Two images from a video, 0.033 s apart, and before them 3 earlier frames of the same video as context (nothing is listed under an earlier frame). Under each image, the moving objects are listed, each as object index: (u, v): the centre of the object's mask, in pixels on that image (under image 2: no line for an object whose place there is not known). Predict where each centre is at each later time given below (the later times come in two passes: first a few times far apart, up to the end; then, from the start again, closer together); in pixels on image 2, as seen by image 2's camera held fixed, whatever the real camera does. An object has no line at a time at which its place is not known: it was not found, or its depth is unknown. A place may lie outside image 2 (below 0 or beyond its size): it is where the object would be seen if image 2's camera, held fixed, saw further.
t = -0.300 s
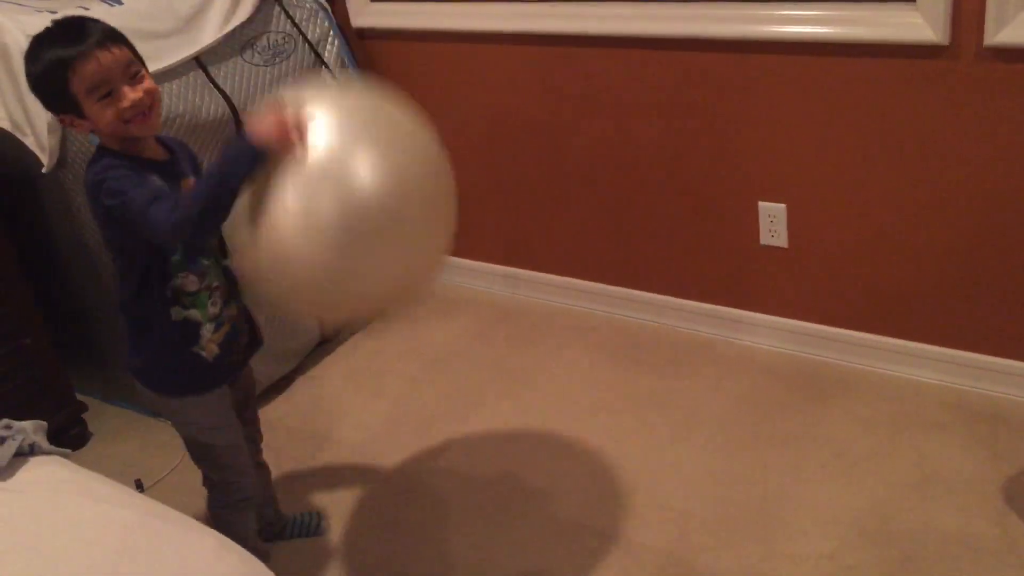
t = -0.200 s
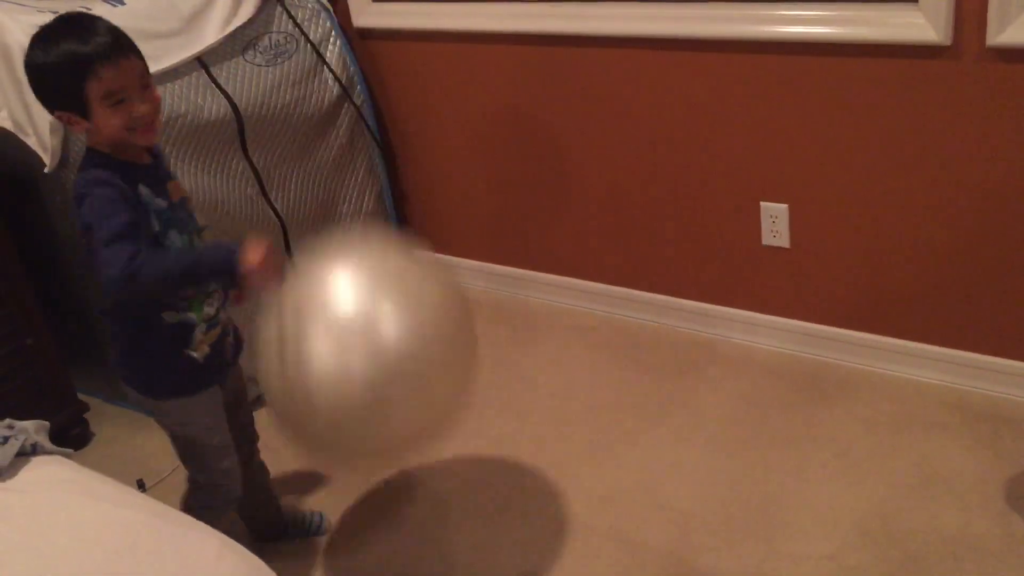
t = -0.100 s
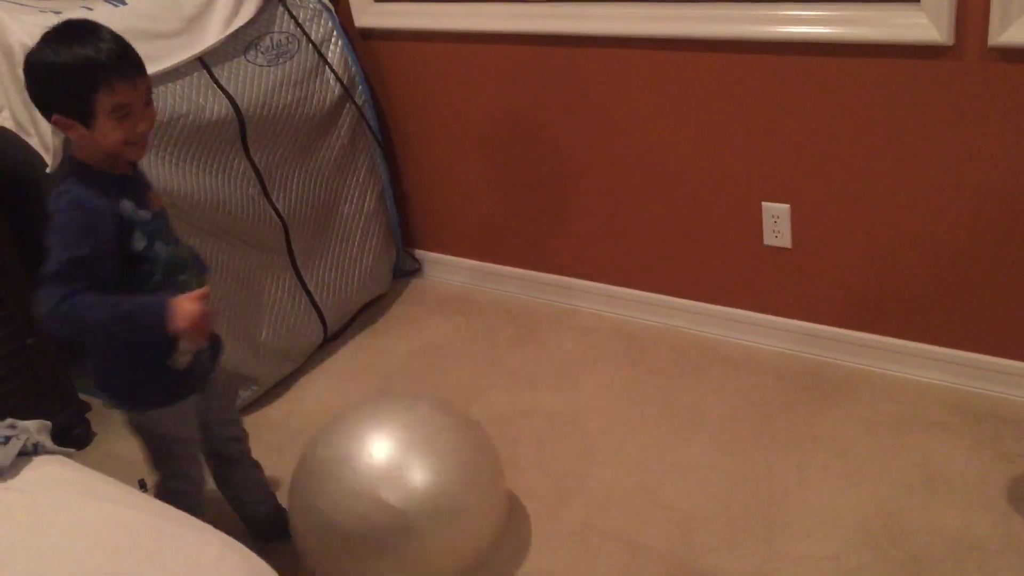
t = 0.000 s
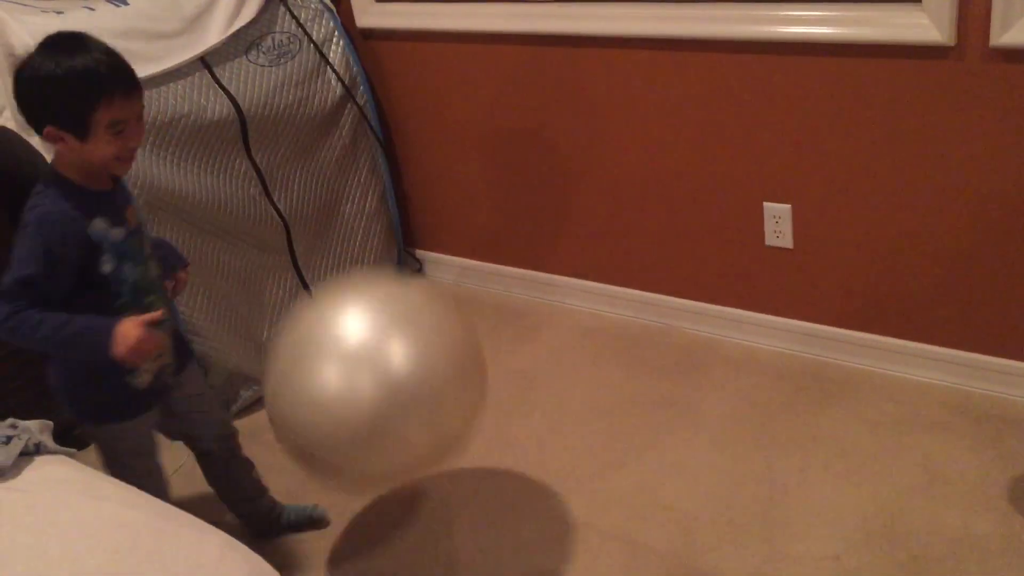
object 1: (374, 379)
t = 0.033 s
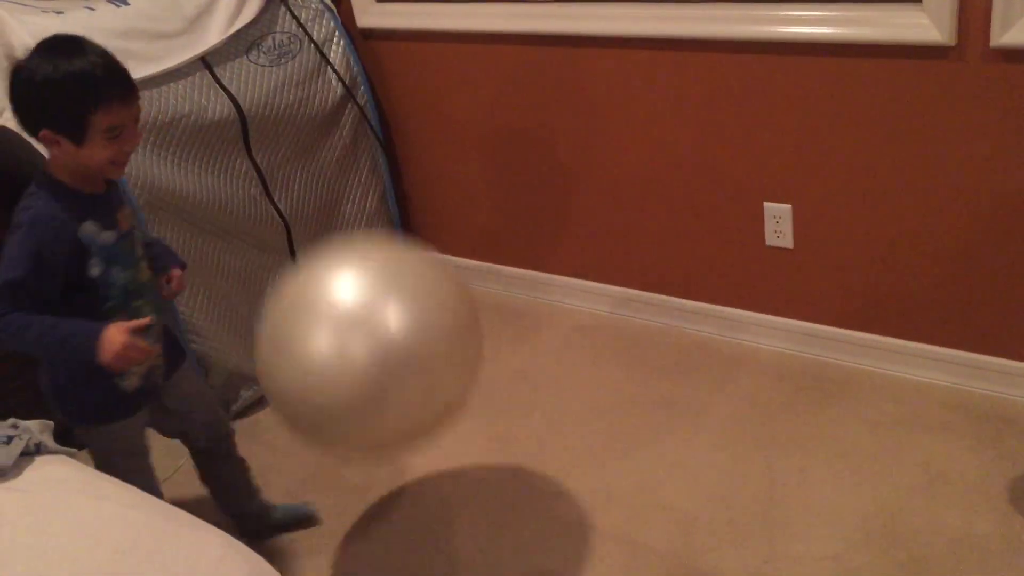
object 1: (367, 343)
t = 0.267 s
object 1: (350, 206)
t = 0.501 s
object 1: (391, 304)
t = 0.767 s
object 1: (455, 422)
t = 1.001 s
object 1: (485, 297)
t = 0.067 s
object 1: (361, 312)
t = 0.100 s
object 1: (357, 283)
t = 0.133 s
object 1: (353, 259)
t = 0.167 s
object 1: (350, 238)
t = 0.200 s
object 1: (349, 223)
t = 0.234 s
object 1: (349, 212)
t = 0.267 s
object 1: (350, 206)
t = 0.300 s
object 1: (352, 205)
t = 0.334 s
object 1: (356, 208)
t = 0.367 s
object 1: (360, 217)
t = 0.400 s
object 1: (367, 231)
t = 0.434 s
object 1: (374, 250)
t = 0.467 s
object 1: (382, 274)
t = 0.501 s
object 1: (391, 304)
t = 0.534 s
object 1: (402, 337)
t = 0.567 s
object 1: (414, 378)
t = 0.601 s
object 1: (426, 419)
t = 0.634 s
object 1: (439, 466)
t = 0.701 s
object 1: (455, 490)
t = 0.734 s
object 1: (454, 461)
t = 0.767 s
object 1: (455, 422)
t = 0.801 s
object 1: (455, 394)
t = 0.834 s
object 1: (458, 366)
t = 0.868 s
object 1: (463, 343)
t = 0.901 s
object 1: (467, 325)
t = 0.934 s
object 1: (472, 311)
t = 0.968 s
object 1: (477, 302)
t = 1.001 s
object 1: (485, 297)
